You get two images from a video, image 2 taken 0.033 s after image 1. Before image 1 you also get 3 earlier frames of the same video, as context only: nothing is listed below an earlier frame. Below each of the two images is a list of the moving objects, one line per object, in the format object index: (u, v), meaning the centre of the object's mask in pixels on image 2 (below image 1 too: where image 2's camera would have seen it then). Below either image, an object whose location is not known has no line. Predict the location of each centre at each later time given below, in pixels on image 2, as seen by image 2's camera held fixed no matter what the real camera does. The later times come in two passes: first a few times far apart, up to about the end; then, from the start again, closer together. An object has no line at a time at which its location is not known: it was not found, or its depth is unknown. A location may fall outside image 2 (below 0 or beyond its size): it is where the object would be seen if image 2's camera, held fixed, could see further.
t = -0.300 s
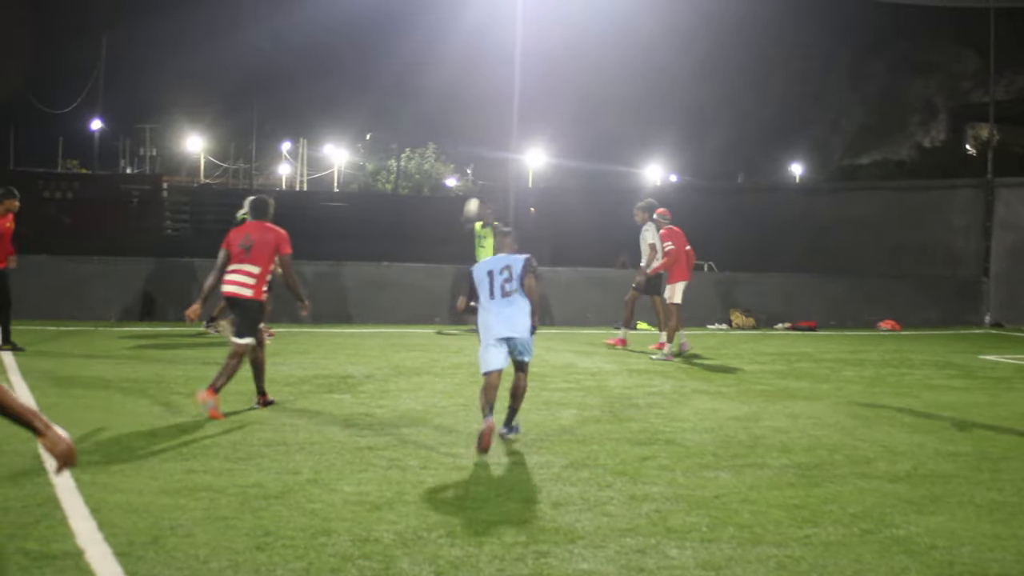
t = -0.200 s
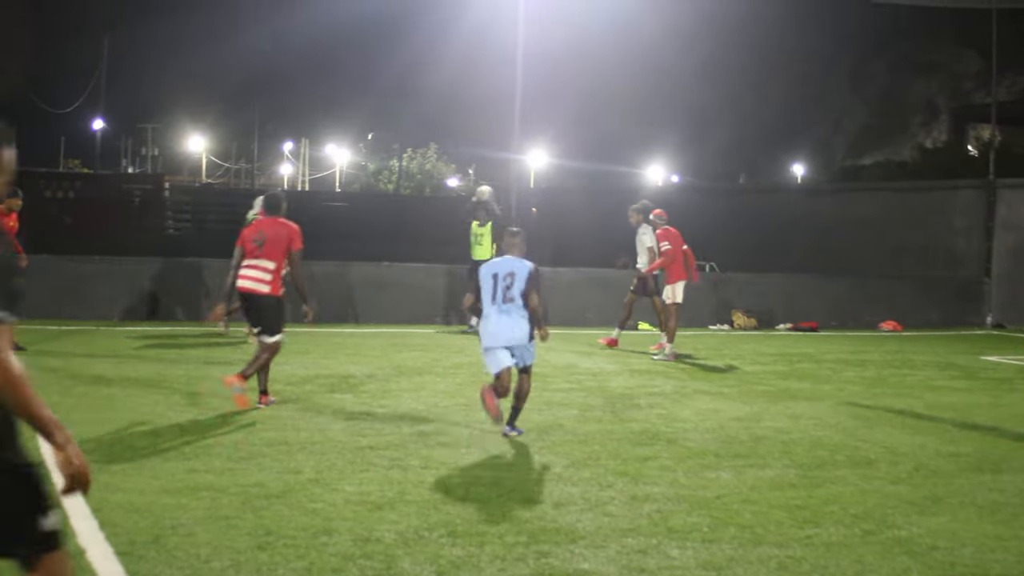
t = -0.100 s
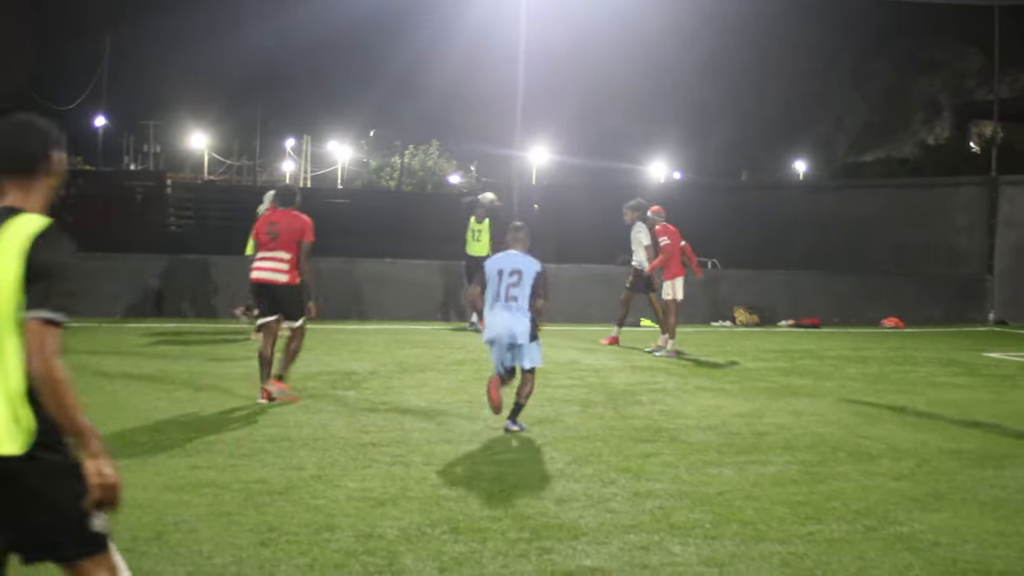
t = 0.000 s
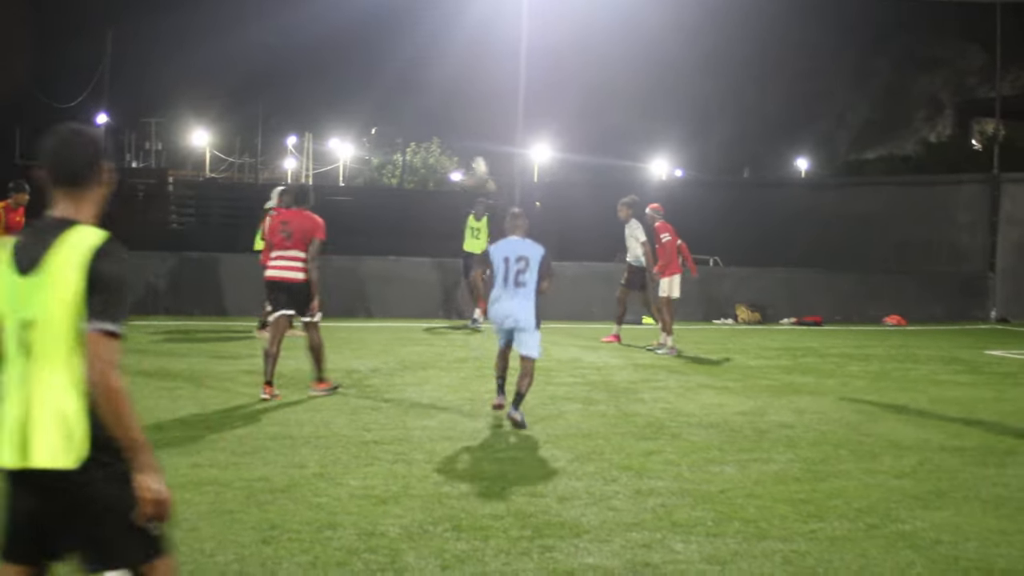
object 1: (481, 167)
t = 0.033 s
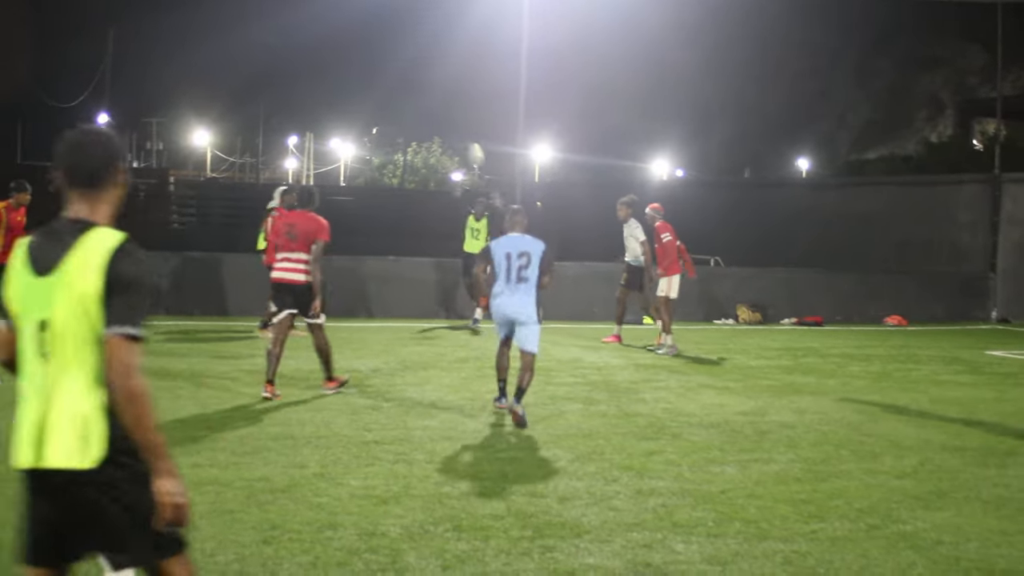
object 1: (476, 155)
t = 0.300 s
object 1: (427, 58)
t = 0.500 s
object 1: (374, 4)
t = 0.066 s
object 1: (470, 142)
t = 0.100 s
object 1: (465, 130)
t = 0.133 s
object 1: (460, 116)
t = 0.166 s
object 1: (454, 105)
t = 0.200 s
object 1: (449, 93)
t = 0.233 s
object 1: (442, 81)
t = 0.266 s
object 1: (436, 69)
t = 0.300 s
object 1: (427, 58)
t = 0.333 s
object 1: (420, 48)
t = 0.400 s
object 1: (403, 29)
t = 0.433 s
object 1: (394, 20)
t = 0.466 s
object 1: (385, 12)
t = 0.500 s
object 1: (374, 4)
